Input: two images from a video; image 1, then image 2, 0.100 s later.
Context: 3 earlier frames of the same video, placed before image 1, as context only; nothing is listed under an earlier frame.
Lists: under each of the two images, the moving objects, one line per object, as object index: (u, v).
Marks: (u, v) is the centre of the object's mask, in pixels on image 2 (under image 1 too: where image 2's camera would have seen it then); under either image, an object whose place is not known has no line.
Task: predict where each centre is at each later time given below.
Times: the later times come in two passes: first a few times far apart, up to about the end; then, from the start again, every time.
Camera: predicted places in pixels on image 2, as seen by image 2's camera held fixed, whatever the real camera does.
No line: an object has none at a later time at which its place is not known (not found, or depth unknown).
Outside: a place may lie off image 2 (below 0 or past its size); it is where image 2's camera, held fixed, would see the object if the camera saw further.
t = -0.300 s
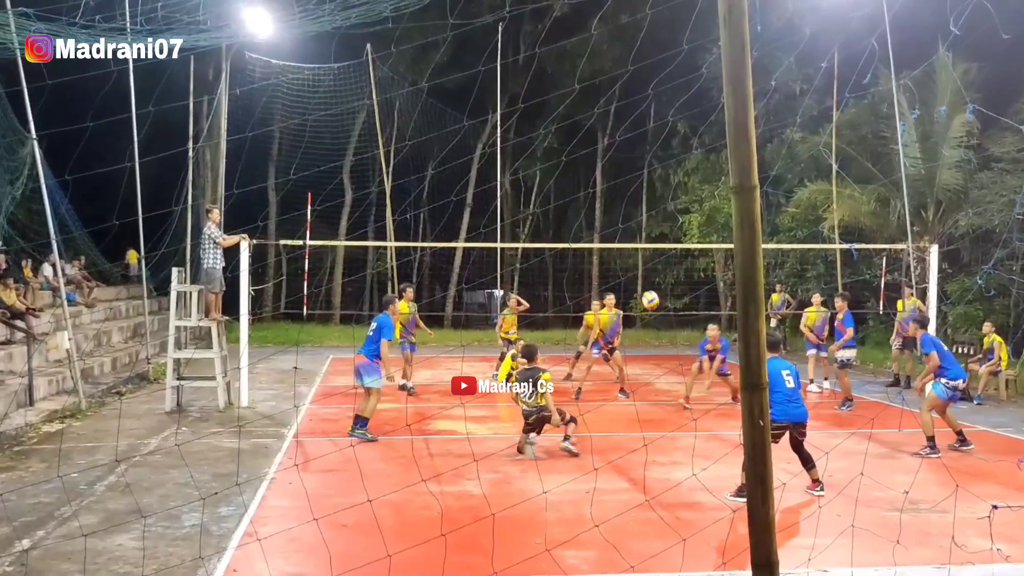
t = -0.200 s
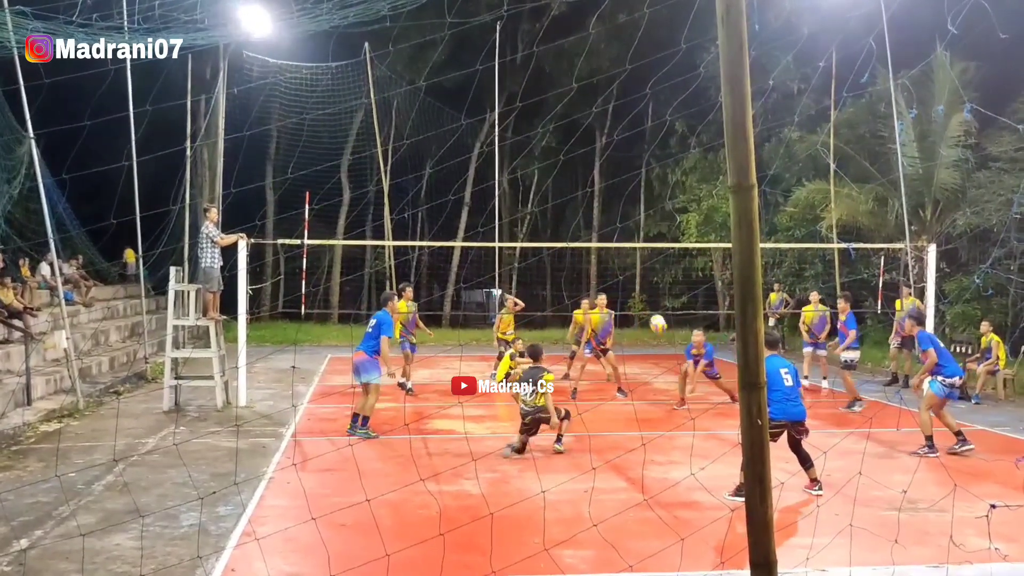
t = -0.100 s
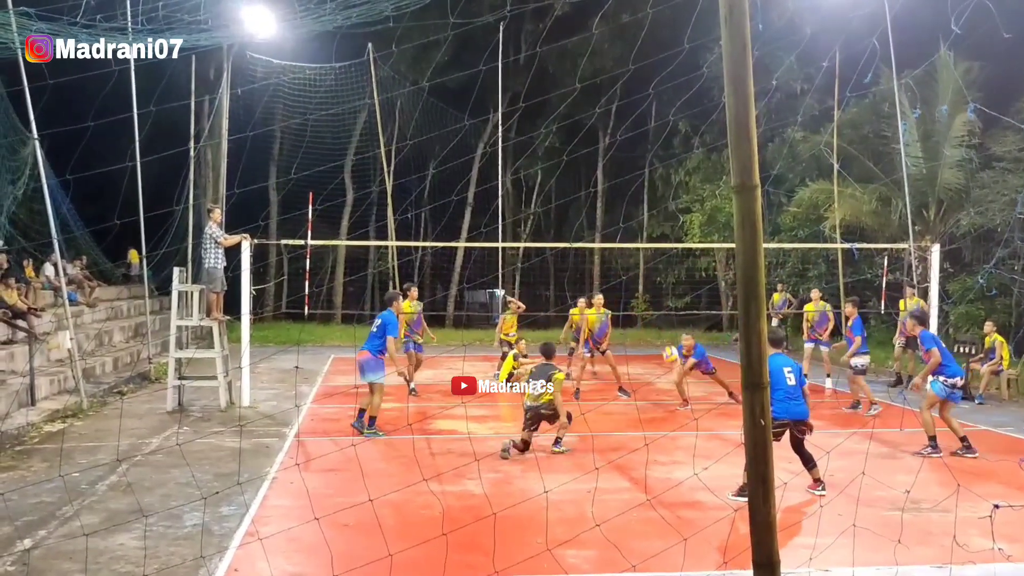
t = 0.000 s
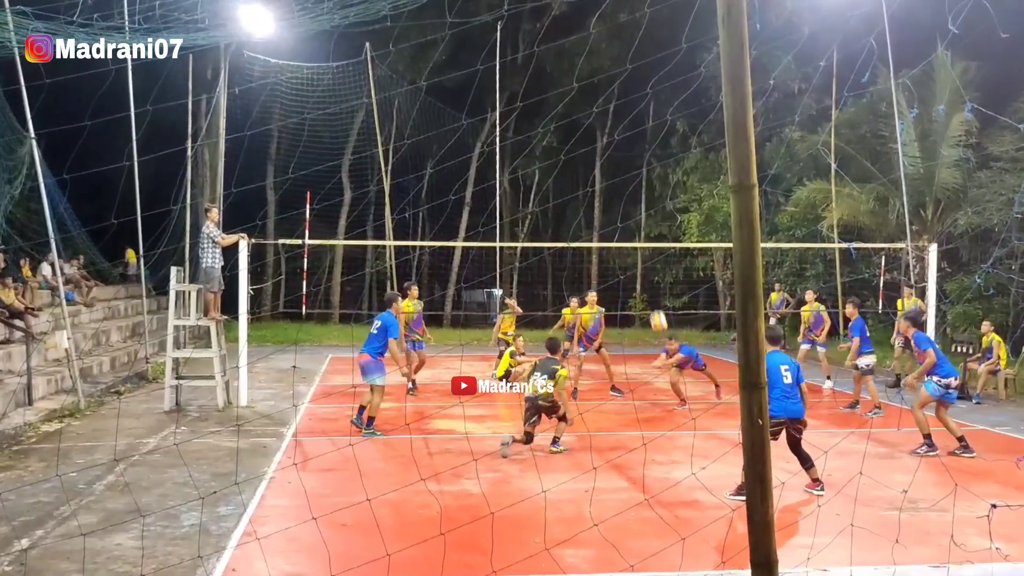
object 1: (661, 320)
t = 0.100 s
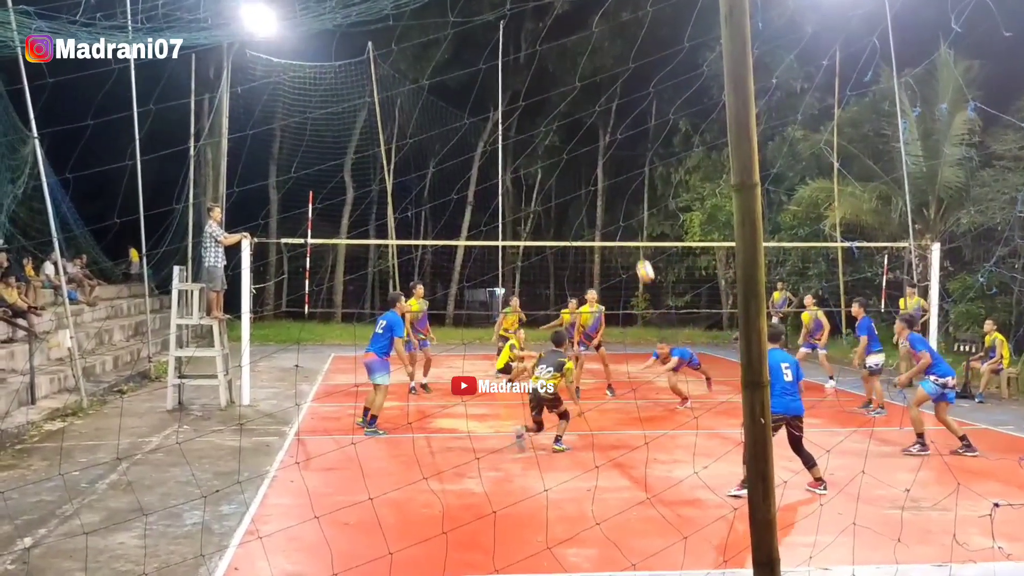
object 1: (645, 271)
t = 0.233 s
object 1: (624, 215)
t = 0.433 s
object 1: (591, 153)
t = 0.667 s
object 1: (554, 116)
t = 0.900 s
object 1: (516, 118)
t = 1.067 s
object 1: (488, 145)
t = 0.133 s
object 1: (640, 257)
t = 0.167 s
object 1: (634, 242)
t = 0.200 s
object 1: (629, 228)
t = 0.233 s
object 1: (624, 215)
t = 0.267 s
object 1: (618, 202)
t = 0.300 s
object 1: (613, 191)
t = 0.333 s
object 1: (607, 180)
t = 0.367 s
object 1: (602, 170)
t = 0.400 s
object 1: (597, 161)
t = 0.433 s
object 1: (591, 153)
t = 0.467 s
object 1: (586, 145)
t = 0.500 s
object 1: (581, 138)
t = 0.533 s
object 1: (575, 132)
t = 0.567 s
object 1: (570, 127)
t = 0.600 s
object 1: (564, 122)
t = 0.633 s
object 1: (559, 119)
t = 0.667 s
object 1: (554, 116)
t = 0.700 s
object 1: (548, 113)
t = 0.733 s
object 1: (543, 112)
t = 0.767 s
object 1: (537, 112)
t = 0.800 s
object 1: (532, 112)
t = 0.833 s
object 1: (527, 113)
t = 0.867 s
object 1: (521, 115)
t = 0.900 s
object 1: (516, 118)
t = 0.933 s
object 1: (510, 122)
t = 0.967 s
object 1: (505, 126)
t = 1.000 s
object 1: (499, 131)
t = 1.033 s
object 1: (494, 138)
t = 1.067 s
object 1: (488, 145)
